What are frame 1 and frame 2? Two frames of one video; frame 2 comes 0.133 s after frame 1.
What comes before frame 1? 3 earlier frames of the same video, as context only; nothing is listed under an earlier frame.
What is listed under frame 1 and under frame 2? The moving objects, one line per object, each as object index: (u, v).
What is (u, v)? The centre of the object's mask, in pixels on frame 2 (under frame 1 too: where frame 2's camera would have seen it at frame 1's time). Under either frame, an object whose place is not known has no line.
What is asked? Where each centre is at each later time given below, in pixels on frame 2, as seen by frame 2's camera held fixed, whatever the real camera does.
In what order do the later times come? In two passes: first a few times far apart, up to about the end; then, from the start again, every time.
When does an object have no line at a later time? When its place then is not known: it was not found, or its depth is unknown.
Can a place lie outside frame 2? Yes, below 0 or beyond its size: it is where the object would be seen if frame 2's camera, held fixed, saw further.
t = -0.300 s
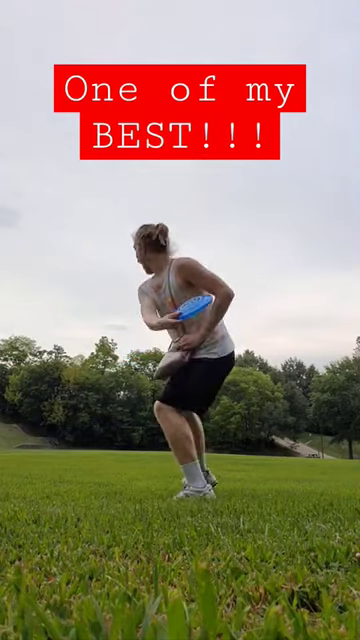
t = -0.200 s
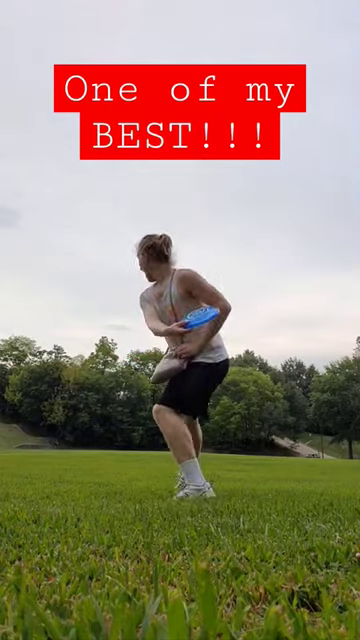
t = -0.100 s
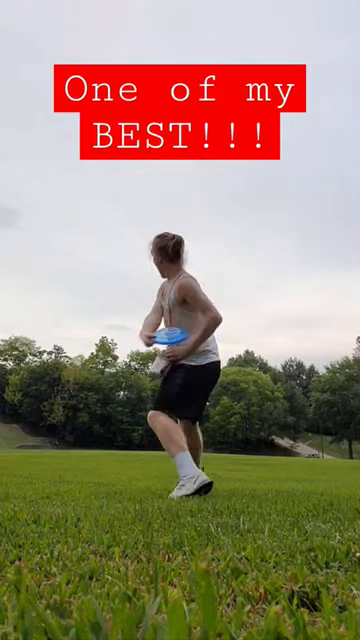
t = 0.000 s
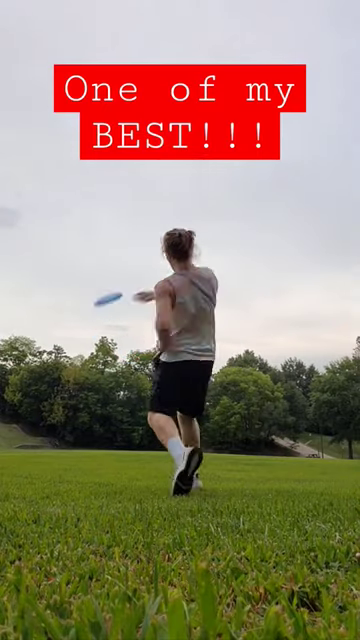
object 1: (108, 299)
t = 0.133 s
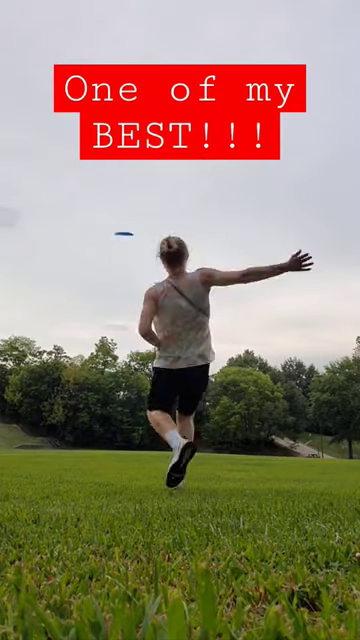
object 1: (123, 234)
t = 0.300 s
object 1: (131, 205)
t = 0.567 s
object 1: (142, 191)
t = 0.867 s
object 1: (158, 197)
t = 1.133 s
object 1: (174, 213)
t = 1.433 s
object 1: (193, 237)
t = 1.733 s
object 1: (222, 275)
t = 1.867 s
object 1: (235, 293)
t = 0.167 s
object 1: (125, 226)
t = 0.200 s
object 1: (127, 219)
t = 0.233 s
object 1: (128, 214)
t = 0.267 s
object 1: (130, 210)
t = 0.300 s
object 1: (131, 205)
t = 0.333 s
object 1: (132, 202)
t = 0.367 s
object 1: (133, 200)
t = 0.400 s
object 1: (134, 197)
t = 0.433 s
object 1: (136, 195)
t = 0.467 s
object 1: (137, 194)
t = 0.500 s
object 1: (139, 192)
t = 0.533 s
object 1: (140, 192)
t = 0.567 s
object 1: (142, 191)
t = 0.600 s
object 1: (143, 191)
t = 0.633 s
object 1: (145, 191)
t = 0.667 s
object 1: (146, 191)
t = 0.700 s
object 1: (148, 191)
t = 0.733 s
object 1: (149, 192)
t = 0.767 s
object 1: (151, 193)
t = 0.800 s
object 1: (153, 194)
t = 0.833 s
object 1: (155, 195)
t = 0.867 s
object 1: (158, 197)
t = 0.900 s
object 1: (159, 198)
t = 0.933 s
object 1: (161, 200)
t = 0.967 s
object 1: (163, 202)
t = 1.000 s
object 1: (165, 204)
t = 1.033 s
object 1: (167, 206)
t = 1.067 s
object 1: (169, 208)
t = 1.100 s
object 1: (171, 210)
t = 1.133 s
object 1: (174, 213)
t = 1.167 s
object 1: (176, 216)
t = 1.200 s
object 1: (178, 218)
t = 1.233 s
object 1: (181, 221)
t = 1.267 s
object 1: (183, 224)
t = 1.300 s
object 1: (185, 227)
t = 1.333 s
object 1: (188, 230)
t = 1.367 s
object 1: (191, 234)
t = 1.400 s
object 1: (193, 237)
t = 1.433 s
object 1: (193, 237)
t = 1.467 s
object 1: (197, 242)
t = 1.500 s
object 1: (198, 244)
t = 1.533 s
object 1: (204, 251)
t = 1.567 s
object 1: (205, 254)
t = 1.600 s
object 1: (212, 261)
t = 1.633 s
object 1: (213, 263)
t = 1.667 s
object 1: (215, 267)
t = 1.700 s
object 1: (219, 271)
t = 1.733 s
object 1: (222, 275)
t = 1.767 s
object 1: (225, 279)
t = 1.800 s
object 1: (228, 283)
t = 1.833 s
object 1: (232, 288)
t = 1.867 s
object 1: (235, 293)
